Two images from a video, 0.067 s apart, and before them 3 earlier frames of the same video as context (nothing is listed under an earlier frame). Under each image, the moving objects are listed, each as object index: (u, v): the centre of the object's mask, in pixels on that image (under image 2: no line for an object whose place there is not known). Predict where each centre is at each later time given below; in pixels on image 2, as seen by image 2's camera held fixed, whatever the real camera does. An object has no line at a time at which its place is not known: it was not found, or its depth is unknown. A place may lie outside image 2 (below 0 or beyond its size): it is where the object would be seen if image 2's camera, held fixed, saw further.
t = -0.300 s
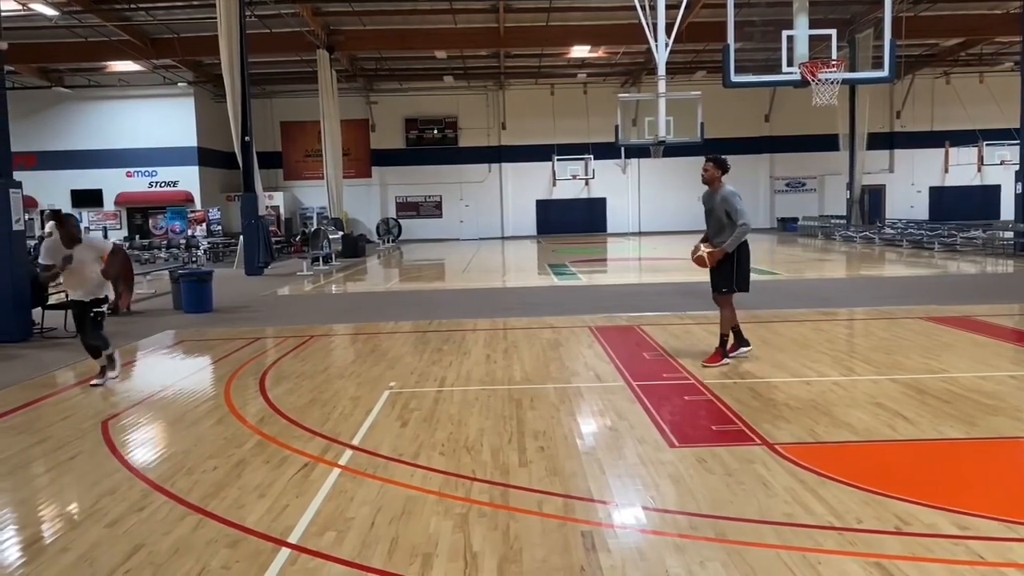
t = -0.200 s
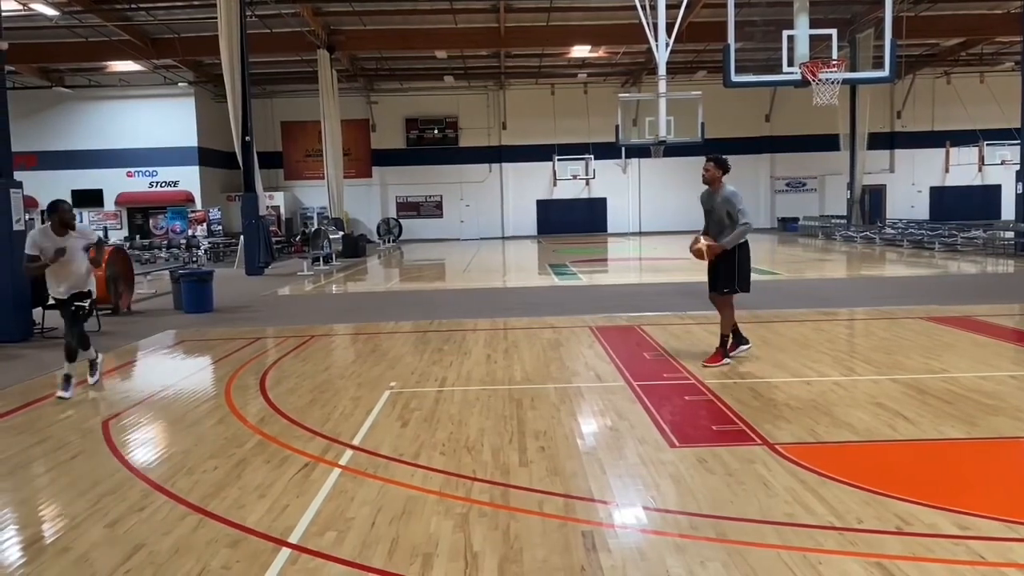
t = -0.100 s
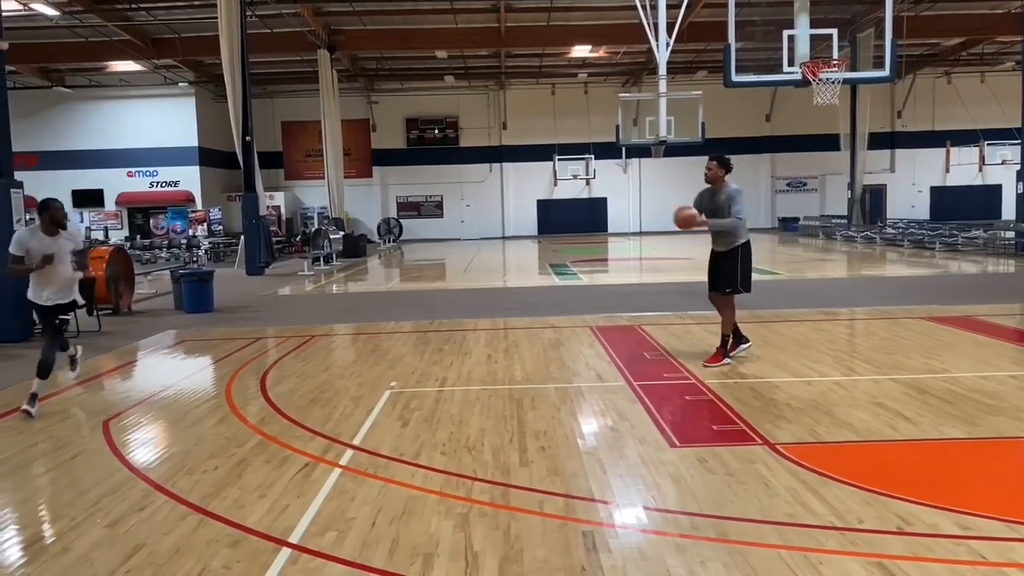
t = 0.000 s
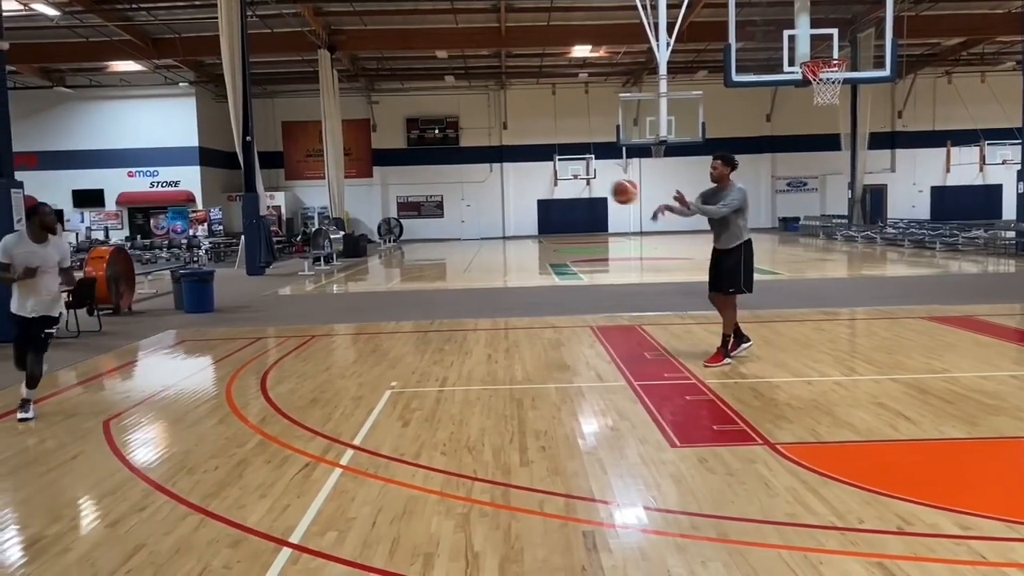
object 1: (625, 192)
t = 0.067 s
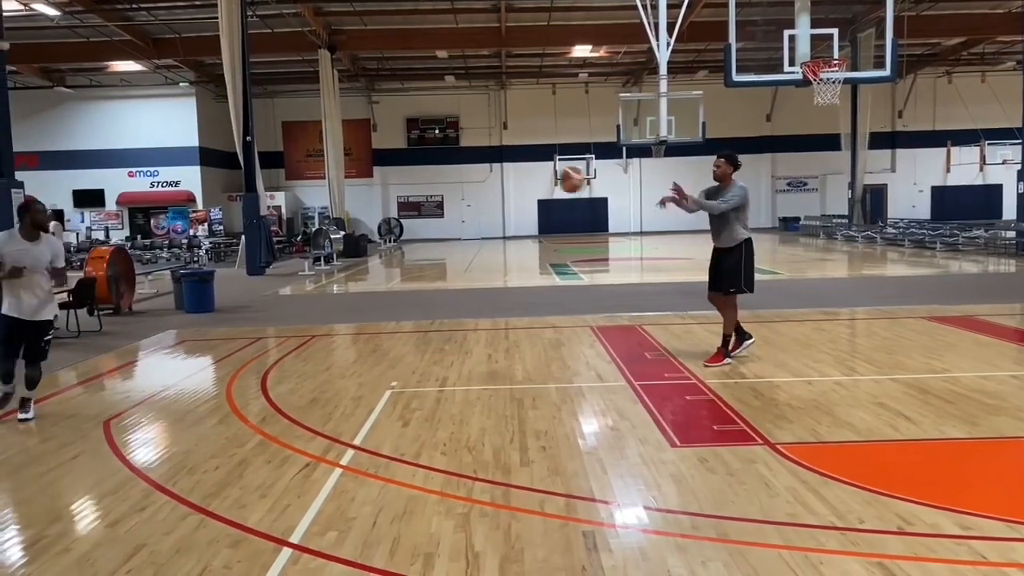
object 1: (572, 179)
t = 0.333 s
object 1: (321, 173)
